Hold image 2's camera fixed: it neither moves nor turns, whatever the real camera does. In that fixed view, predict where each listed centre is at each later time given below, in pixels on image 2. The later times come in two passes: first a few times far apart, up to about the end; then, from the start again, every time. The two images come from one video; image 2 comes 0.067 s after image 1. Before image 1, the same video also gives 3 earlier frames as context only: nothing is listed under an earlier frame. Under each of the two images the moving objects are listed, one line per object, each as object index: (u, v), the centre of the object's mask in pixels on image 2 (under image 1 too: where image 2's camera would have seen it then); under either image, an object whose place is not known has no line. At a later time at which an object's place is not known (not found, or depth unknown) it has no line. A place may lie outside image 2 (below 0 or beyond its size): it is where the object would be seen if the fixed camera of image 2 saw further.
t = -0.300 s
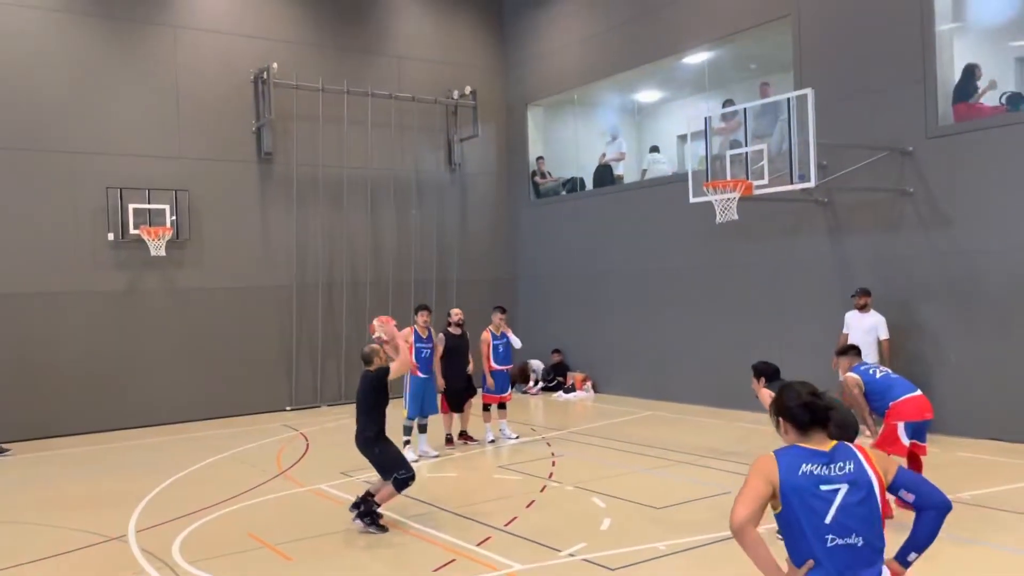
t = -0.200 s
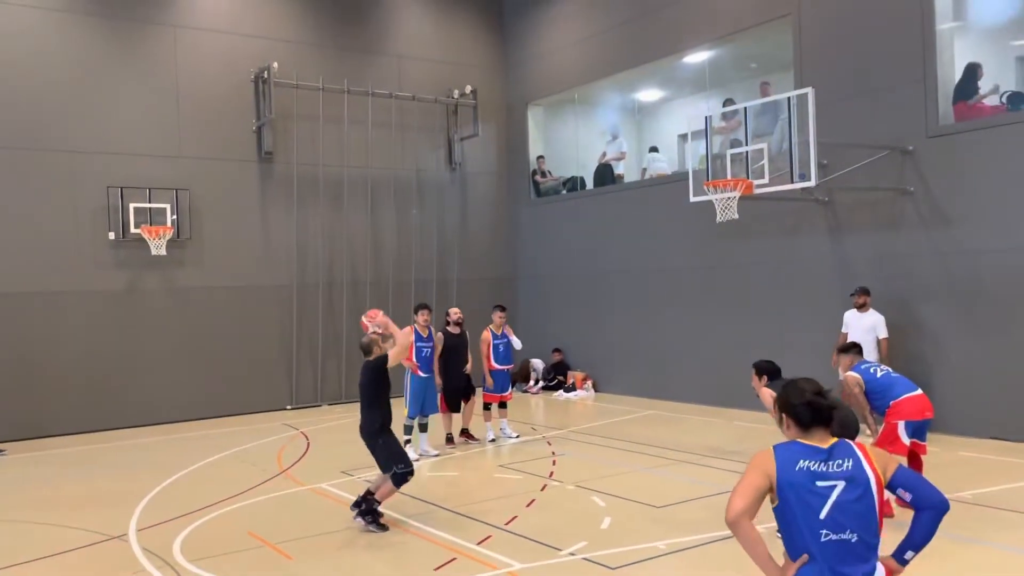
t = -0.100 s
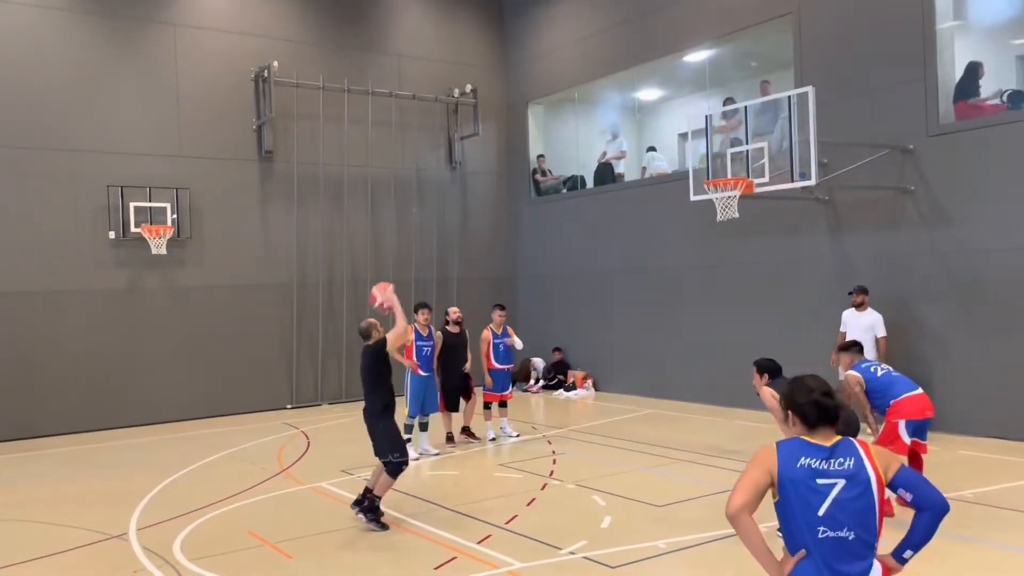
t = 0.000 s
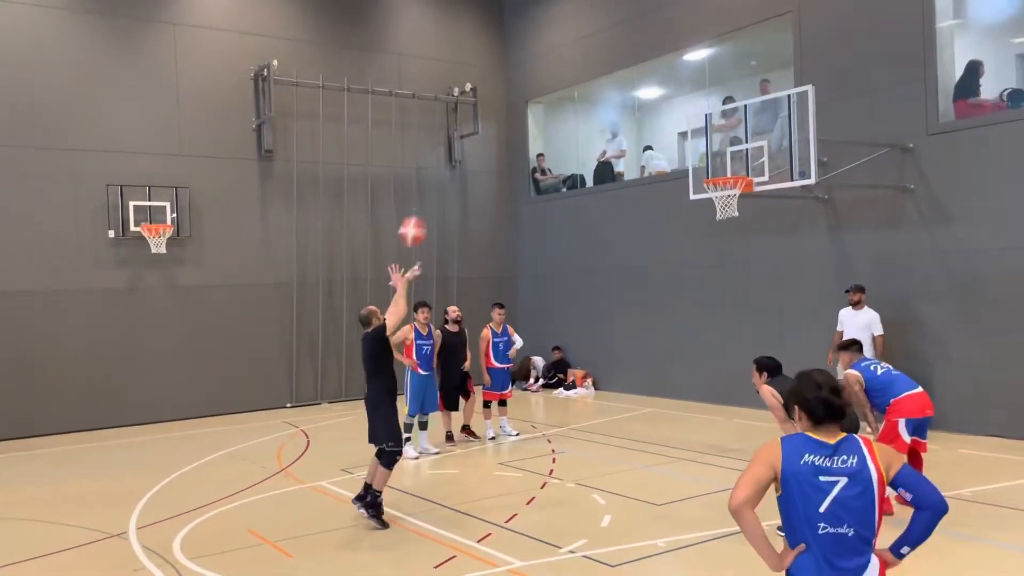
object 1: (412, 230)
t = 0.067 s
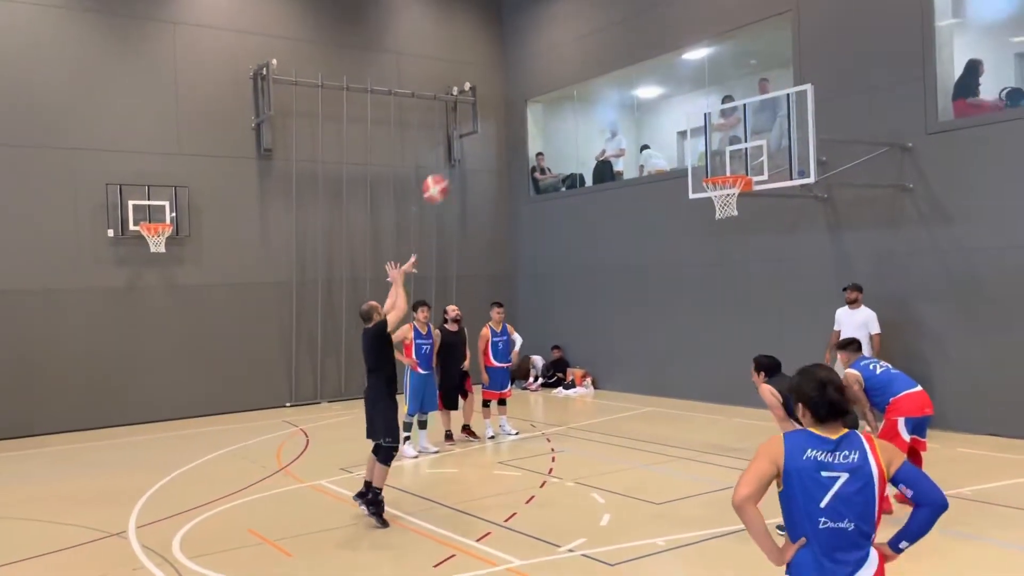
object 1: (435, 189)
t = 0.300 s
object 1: (512, 88)
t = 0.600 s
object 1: (601, 51)
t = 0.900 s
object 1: (678, 98)
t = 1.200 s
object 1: (720, 168)
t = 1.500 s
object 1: (692, 184)
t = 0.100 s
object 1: (448, 170)
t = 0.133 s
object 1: (457, 153)
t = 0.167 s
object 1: (470, 137)
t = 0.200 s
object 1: (481, 123)
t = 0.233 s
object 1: (492, 109)
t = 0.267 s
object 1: (502, 98)
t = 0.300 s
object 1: (512, 88)
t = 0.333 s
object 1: (523, 79)
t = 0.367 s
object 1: (533, 72)
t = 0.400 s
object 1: (543, 65)
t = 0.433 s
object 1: (553, 60)
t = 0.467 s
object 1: (562, 56)
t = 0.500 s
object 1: (573, 53)
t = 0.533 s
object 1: (582, 51)
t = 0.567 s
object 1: (591, 51)
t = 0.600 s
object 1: (601, 51)
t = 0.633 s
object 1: (610, 52)
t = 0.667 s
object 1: (619, 55)
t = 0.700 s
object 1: (628, 58)
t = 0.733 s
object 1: (636, 62)
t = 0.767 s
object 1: (645, 68)
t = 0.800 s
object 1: (653, 74)
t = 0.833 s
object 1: (661, 81)
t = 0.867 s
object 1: (669, 90)
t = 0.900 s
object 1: (678, 98)
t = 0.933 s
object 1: (686, 108)
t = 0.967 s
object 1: (694, 118)
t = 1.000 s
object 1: (701, 130)
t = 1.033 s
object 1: (710, 143)
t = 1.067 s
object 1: (716, 154)
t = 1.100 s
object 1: (725, 167)
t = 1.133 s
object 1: (728, 169)
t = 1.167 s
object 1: (723, 169)
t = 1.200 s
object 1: (720, 168)
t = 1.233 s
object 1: (716, 168)
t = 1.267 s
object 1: (713, 168)
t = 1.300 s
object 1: (709, 170)
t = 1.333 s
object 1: (705, 171)
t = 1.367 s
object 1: (703, 172)
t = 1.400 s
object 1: (699, 173)
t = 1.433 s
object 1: (696, 175)
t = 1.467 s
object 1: (694, 179)
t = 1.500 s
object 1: (692, 184)
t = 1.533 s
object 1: (688, 189)
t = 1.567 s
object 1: (685, 194)
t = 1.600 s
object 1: (682, 202)
